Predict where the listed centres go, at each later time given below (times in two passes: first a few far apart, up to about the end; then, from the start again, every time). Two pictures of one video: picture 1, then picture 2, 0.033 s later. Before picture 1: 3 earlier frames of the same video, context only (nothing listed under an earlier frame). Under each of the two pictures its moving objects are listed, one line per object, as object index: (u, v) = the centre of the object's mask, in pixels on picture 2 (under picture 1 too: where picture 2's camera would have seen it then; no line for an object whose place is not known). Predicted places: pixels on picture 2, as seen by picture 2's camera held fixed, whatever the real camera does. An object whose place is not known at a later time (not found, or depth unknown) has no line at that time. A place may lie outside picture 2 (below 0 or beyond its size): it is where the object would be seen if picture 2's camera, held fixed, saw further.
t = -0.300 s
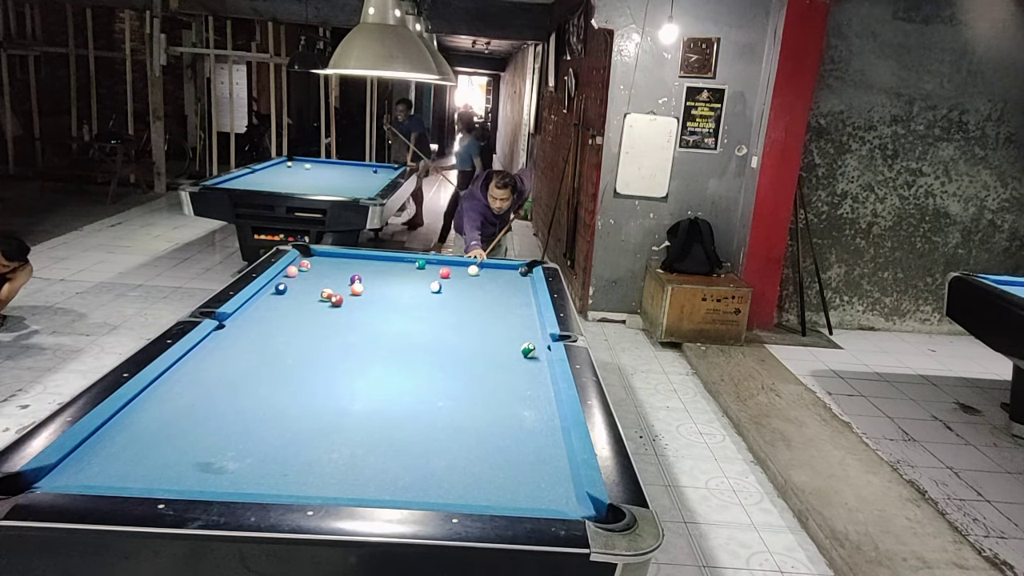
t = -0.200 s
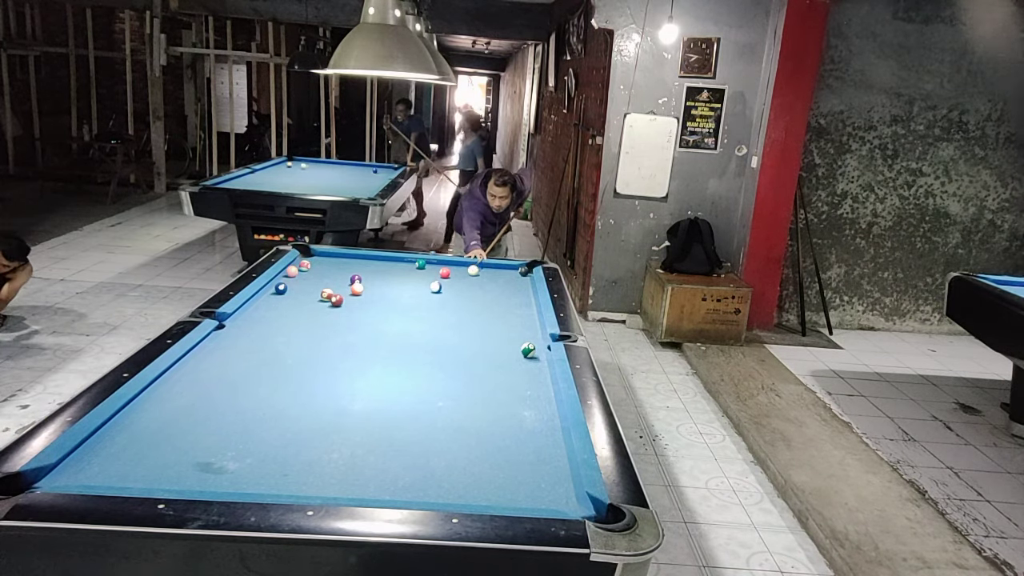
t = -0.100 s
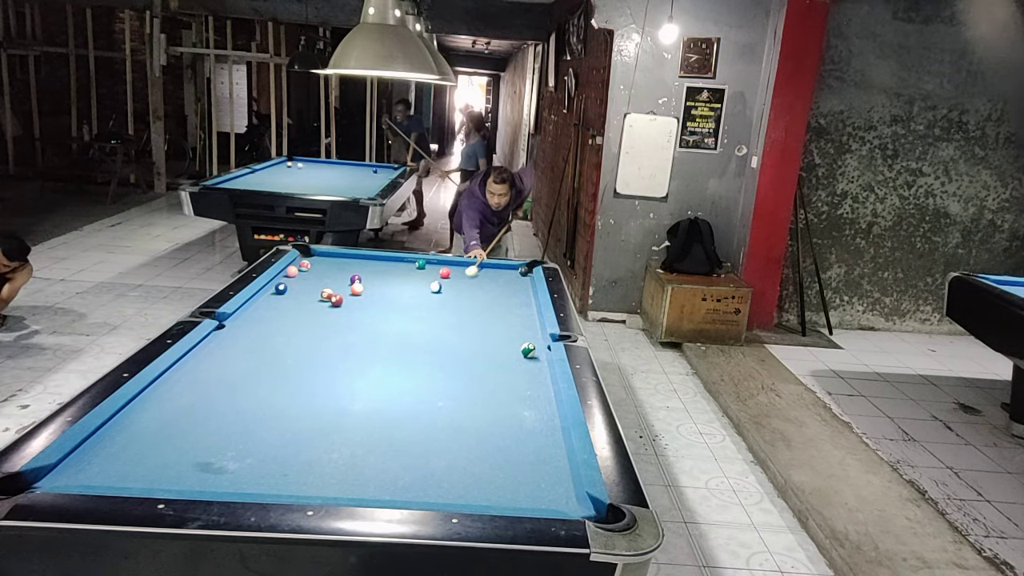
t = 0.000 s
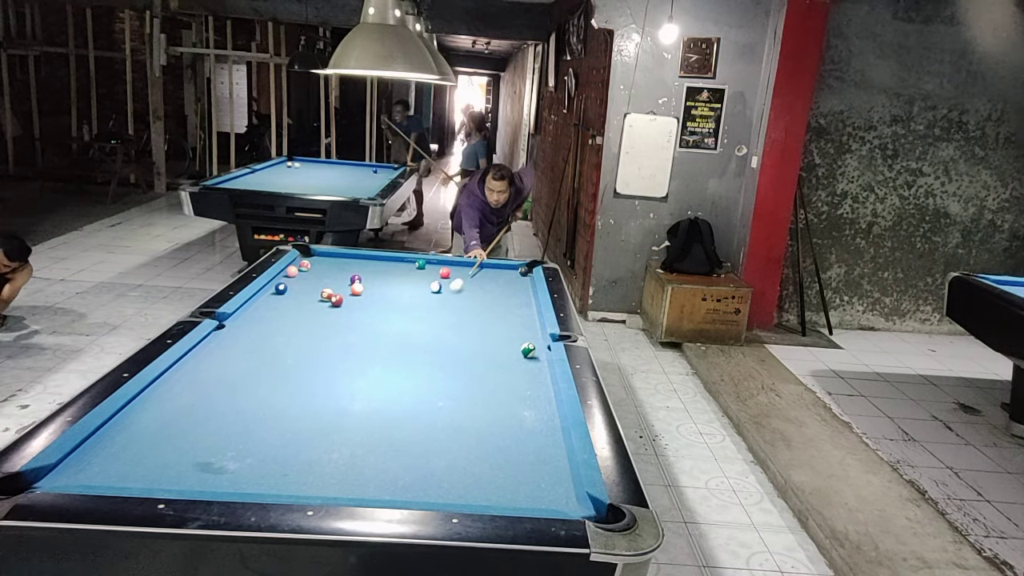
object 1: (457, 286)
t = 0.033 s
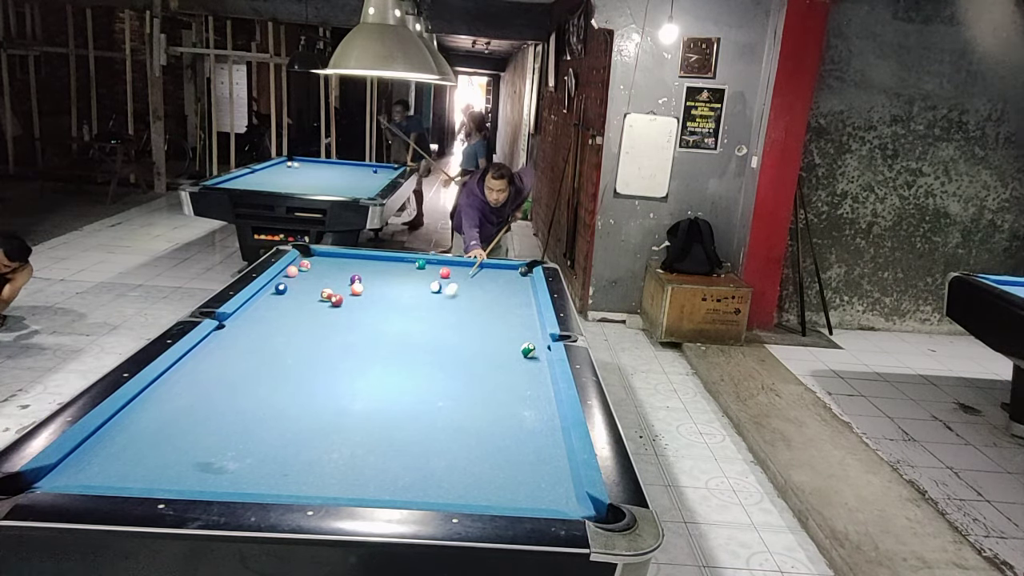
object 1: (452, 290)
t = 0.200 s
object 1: (423, 316)
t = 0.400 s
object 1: (379, 357)
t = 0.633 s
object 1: (300, 429)
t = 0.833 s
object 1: (233, 473)
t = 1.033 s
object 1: (243, 427)
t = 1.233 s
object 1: (249, 393)
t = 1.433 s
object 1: (254, 365)
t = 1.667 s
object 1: (259, 338)
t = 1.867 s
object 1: (263, 319)
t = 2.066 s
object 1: (266, 302)
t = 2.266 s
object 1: (268, 289)
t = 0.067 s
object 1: (446, 296)
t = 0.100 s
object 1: (441, 301)
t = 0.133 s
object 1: (435, 306)
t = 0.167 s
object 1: (429, 311)
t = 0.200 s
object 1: (423, 316)
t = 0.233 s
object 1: (417, 322)
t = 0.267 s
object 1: (410, 329)
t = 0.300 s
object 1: (402, 335)
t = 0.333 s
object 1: (395, 342)
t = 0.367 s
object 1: (387, 349)
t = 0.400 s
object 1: (379, 357)
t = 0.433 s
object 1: (370, 365)
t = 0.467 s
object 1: (360, 374)
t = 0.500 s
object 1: (350, 383)
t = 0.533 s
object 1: (339, 393)
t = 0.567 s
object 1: (326, 405)
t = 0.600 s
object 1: (314, 416)
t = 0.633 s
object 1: (300, 429)
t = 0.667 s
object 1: (285, 442)
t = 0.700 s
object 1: (270, 453)
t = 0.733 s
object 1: (252, 472)
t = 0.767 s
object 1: (236, 481)
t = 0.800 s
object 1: (231, 480)
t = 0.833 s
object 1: (233, 473)
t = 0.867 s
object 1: (236, 464)
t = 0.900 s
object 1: (237, 455)
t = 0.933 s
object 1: (239, 447)
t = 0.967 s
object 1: (240, 441)
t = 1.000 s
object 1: (241, 434)
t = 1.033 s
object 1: (243, 427)
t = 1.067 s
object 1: (244, 421)
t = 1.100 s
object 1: (245, 415)
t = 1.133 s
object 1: (246, 409)
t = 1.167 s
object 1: (246, 404)
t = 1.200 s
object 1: (247, 398)
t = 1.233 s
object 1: (249, 393)
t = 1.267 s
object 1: (250, 388)
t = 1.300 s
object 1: (251, 383)
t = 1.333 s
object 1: (252, 378)
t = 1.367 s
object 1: (252, 374)
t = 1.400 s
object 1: (253, 369)
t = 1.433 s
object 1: (254, 365)
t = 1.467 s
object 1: (255, 361)
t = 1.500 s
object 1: (256, 357)
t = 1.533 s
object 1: (256, 353)
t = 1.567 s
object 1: (257, 349)
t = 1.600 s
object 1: (258, 345)
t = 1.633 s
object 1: (258, 342)
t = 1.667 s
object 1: (259, 338)
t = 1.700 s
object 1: (260, 335)
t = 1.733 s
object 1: (260, 332)
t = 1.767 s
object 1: (261, 328)
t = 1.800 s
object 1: (262, 325)
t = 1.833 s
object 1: (262, 322)
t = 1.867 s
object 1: (263, 319)
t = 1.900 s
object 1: (264, 316)
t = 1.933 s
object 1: (264, 313)
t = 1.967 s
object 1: (265, 310)
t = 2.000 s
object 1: (265, 308)
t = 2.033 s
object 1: (265, 305)
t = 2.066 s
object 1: (266, 302)
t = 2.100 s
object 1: (266, 300)
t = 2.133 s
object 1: (267, 297)
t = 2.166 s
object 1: (267, 295)
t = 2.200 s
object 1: (268, 293)
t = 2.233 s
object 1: (268, 291)
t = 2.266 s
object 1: (268, 289)
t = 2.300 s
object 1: (270, 287)
